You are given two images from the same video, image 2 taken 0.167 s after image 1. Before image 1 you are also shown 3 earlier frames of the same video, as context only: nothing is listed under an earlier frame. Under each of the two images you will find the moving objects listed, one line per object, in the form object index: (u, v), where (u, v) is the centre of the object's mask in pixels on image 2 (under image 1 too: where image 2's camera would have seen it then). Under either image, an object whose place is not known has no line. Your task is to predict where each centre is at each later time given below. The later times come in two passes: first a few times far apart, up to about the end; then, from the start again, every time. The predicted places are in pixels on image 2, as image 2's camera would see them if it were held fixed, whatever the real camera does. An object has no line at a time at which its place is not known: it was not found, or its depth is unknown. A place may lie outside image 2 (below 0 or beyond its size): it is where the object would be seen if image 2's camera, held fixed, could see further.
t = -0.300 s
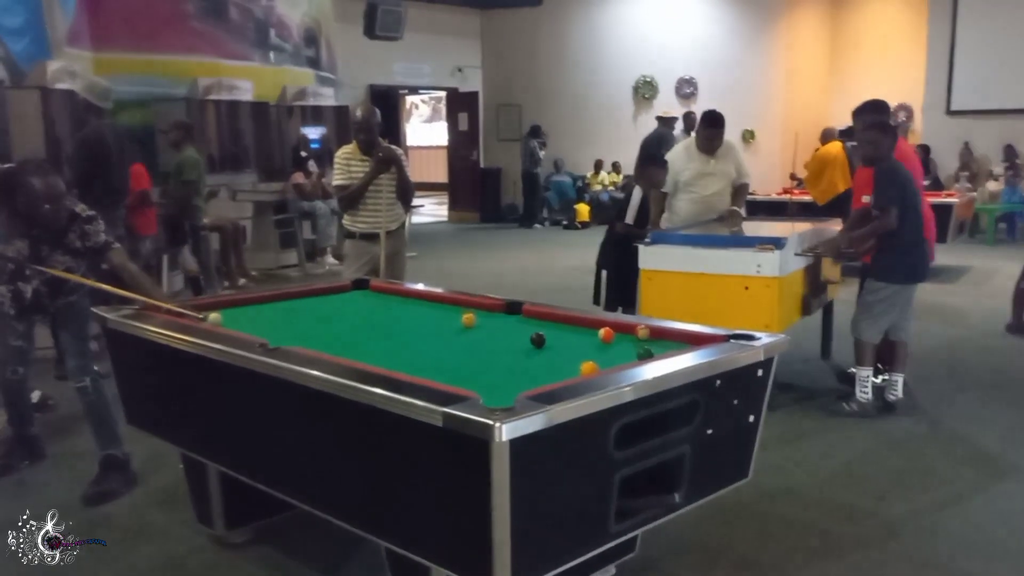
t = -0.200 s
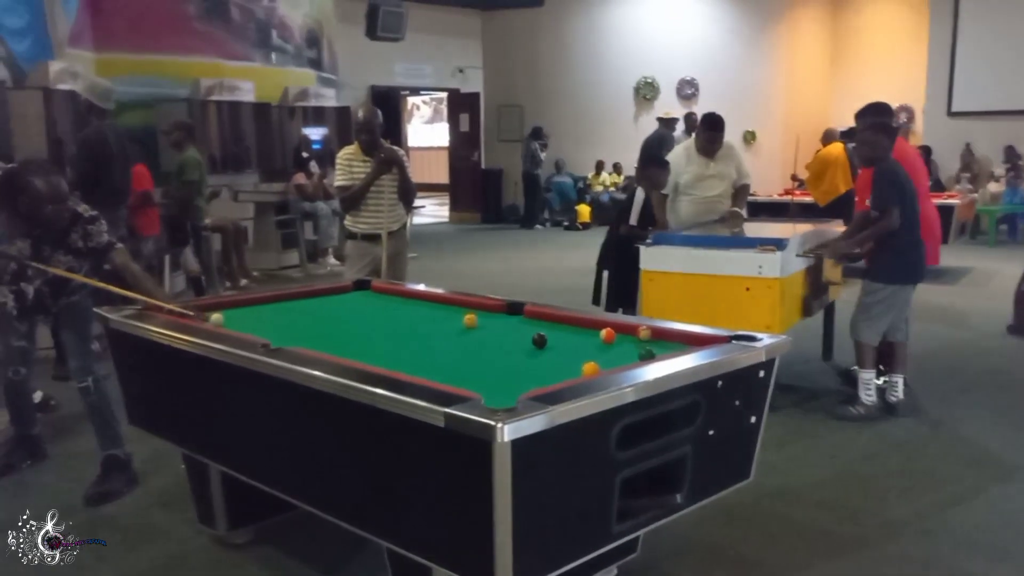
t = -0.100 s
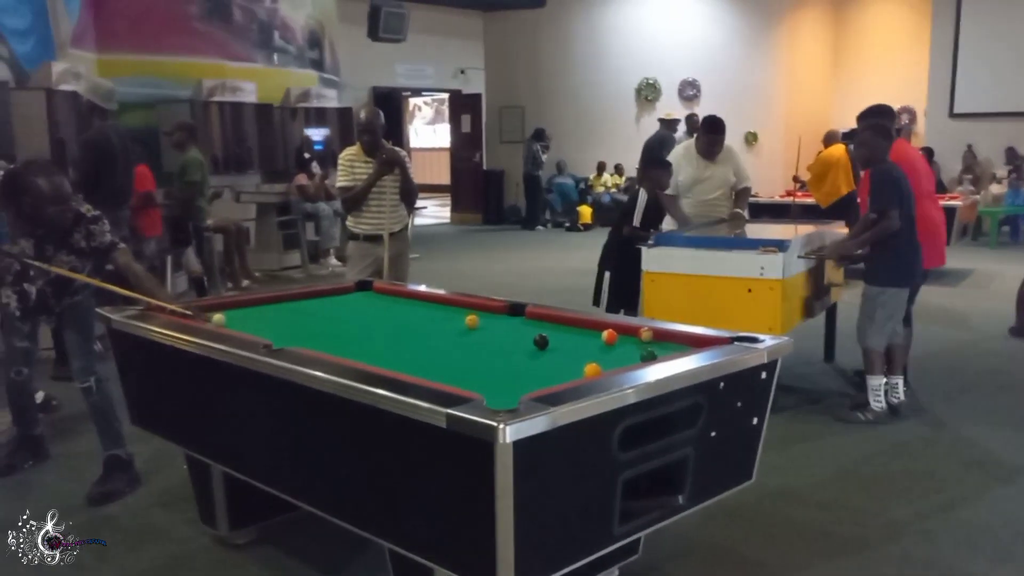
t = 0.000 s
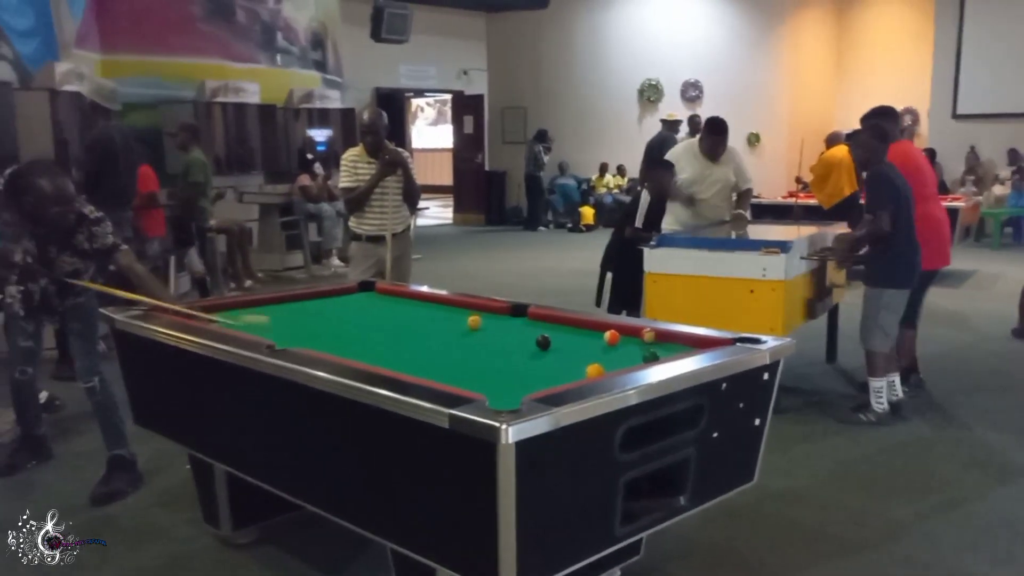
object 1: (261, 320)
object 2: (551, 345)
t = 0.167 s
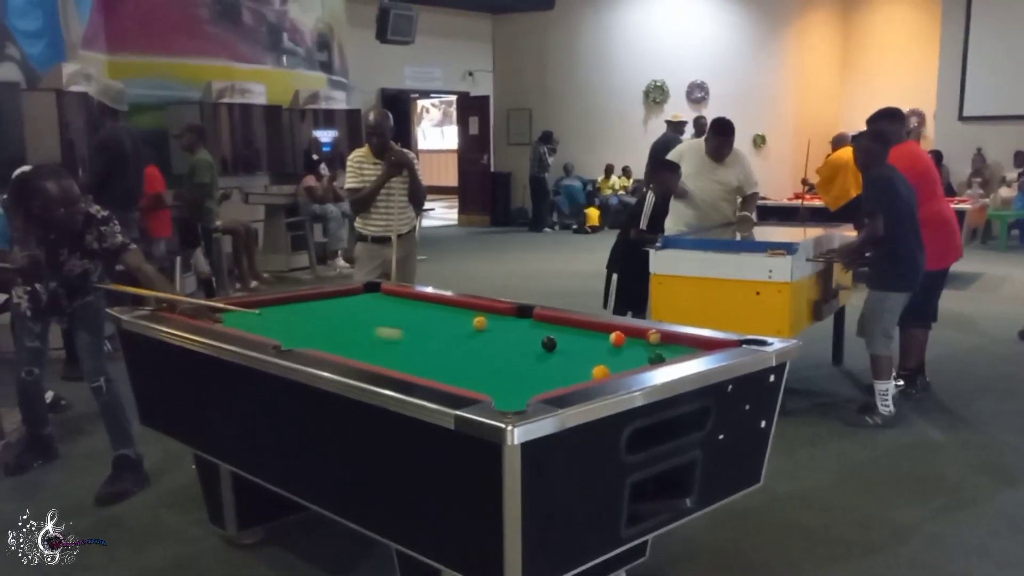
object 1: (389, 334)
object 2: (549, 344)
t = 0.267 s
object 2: (549, 344)
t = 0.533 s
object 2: (549, 343)
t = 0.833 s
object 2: (549, 343)
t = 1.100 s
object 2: (534, 343)
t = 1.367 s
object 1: (673, 353)
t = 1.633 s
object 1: (660, 358)
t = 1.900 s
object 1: (648, 361)
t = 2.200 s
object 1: (637, 364)
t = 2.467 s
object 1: (632, 366)
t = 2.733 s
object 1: (632, 366)
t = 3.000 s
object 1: (633, 365)
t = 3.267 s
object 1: (633, 365)
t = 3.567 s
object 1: (633, 365)
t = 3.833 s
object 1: (633, 365)
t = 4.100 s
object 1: (633, 366)
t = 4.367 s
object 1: (633, 365)
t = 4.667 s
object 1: (633, 366)
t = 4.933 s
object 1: (633, 365)
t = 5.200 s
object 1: (633, 365)
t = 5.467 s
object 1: (633, 366)
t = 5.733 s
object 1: (633, 366)
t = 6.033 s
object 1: (633, 366)
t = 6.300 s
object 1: (633, 366)
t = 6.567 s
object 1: (633, 366)
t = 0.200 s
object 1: (415, 336)
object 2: (549, 344)
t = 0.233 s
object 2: (549, 344)
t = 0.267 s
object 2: (549, 344)
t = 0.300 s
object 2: (549, 344)
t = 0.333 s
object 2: (549, 343)
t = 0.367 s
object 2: (551, 343)
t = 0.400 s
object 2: (548, 341)
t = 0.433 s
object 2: (549, 344)
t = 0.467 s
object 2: (549, 343)
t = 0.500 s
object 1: (628, 355)
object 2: (549, 343)
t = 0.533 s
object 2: (549, 343)
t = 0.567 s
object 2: (549, 343)
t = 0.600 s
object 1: (651, 355)
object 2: (549, 344)
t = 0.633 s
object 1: (656, 352)
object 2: (549, 343)
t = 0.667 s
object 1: (659, 351)
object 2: (549, 344)
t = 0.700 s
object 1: (665, 350)
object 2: (549, 344)
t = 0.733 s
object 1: (671, 349)
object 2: (549, 343)
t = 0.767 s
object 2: (549, 343)
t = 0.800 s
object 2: (549, 343)
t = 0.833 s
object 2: (549, 343)
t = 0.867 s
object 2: (549, 343)
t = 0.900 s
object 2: (549, 343)
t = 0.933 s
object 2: (549, 343)
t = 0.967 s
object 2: (549, 344)
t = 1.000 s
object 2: (548, 344)
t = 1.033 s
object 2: (542, 343)
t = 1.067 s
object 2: (538, 343)
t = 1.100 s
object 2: (534, 343)
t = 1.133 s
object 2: (529, 343)
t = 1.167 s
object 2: (525, 342)
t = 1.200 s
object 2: (520, 343)
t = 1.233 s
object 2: (517, 343)
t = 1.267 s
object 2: (514, 343)
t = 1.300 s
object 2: (510, 342)
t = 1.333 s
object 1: (675, 353)
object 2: (507, 341)
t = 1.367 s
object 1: (673, 353)
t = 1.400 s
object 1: (672, 354)
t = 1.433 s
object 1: (670, 355)
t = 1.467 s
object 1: (668, 356)
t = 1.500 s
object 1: (666, 356)
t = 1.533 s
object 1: (665, 357)
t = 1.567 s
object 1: (663, 357)
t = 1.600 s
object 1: (661, 357)
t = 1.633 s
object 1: (660, 358)
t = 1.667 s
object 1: (658, 358)
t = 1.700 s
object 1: (657, 359)
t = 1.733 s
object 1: (655, 359)
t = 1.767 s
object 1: (654, 360)
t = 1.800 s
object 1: (652, 360)
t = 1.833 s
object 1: (651, 361)
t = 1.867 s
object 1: (649, 361)
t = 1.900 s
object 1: (648, 361)
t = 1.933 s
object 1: (647, 362)
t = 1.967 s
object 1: (645, 362)
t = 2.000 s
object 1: (644, 363)
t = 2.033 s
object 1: (643, 363)
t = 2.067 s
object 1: (642, 363)
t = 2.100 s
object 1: (640, 363)
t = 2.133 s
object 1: (639, 364)
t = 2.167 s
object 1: (638, 364)
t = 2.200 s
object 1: (637, 364)
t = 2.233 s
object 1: (636, 365)
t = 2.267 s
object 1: (635, 365)
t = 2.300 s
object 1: (635, 365)
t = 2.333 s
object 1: (634, 365)
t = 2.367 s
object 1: (633, 365)
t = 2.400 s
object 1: (633, 366)
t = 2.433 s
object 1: (632, 366)
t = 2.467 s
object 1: (632, 366)
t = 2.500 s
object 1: (632, 366)
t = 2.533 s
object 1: (631, 366)
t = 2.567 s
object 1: (631, 366)
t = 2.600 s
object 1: (631, 366)
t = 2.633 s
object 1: (632, 366)
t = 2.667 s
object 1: (632, 366)
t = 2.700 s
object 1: (632, 366)
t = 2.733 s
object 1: (632, 366)
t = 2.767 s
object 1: (633, 366)
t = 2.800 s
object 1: (633, 365)
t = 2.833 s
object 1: (633, 365)
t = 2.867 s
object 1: (633, 365)
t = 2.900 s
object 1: (633, 365)
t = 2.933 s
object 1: (634, 365)
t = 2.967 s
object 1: (634, 365)
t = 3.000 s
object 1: (633, 365)
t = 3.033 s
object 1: (633, 365)
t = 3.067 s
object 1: (633, 365)
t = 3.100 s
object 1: (633, 365)
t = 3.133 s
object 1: (633, 365)
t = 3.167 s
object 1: (633, 365)
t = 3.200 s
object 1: (633, 366)
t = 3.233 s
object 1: (633, 366)
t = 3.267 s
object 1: (633, 365)
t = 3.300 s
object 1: (633, 366)
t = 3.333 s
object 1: (633, 366)
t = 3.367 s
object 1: (633, 366)
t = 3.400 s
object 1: (633, 365)
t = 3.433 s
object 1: (633, 365)
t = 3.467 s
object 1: (633, 366)
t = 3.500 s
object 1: (633, 366)
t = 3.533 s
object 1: (633, 365)
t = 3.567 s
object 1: (633, 365)
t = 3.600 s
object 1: (633, 365)
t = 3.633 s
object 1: (633, 365)
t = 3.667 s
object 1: (633, 366)
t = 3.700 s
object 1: (633, 365)
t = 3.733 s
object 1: (633, 365)
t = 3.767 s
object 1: (633, 366)
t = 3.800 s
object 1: (633, 365)
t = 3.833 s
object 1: (633, 365)
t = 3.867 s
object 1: (633, 365)
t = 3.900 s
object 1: (633, 365)
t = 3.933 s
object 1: (633, 365)
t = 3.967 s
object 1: (633, 365)
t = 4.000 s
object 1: (633, 365)
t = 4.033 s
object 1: (633, 365)
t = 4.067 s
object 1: (633, 365)
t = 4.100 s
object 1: (633, 366)
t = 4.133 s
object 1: (633, 365)
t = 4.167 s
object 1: (633, 365)
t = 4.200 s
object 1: (633, 365)
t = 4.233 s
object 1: (633, 365)
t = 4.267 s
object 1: (633, 365)
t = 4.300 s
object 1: (633, 366)
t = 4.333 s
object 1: (633, 365)
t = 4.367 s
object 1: (633, 365)
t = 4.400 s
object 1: (633, 366)
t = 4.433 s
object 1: (633, 366)
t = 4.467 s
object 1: (633, 366)
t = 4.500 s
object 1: (633, 366)
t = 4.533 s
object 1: (633, 366)
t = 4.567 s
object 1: (633, 365)
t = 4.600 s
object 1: (633, 365)
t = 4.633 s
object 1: (633, 366)
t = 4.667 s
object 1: (633, 366)
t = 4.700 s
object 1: (633, 366)
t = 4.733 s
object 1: (633, 365)
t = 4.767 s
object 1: (633, 365)
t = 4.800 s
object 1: (633, 365)
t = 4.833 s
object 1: (633, 365)
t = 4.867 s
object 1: (633, 365)
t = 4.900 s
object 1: (633, 365)
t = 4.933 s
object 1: (633, 365)
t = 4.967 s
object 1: (633, 365)
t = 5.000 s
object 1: (633, 365)
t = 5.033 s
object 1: (633, 365)
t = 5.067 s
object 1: (633, 365)
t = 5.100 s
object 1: (633, 365)
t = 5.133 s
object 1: (633, 365)
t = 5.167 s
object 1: (633, 366)
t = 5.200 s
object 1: (633, 365)
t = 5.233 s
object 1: (633, 365)
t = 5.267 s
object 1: (633, 365)
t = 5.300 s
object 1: (633, 366)
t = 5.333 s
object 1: (633, 365)
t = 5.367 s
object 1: (633, 366)
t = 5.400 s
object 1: (633, 365)
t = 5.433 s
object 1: (633, 366)
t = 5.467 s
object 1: (633, 366)
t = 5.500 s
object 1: (633, 366)
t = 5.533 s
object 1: (633, 366)
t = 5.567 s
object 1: (633, 366)
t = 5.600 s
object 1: (633, 366)
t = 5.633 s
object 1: (633, 366)
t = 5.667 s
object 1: (633, 366)
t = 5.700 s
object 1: (633, 366)
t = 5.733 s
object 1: (633, 366)
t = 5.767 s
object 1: (633, 366)
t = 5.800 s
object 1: (633, 366)
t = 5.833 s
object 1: (633, 366)
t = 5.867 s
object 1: (633, 366)
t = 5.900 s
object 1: (633, 366)
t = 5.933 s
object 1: (633, 366)
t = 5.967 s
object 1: (633, 366)
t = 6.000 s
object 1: (633, 366)
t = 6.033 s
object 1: (633, 366)
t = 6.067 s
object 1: (633, 366)
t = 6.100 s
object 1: (633, 366)
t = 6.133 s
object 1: (633, 366)
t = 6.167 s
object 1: (633, 366)
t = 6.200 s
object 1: (633, 366)
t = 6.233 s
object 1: (633, 366)
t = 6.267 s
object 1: (633, 366)
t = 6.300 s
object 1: (633, 366)
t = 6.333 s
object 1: (633, 366)
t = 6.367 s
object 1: (633, 366)
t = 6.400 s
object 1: (633, 366)
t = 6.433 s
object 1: (633, 366)
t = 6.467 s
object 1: (633, 366)
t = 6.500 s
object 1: (633, 366)
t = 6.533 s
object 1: (633, 366)
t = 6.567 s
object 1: (633, 366)
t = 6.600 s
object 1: (633, 366)
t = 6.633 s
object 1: (633, 366)
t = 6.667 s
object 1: (633, 366)
